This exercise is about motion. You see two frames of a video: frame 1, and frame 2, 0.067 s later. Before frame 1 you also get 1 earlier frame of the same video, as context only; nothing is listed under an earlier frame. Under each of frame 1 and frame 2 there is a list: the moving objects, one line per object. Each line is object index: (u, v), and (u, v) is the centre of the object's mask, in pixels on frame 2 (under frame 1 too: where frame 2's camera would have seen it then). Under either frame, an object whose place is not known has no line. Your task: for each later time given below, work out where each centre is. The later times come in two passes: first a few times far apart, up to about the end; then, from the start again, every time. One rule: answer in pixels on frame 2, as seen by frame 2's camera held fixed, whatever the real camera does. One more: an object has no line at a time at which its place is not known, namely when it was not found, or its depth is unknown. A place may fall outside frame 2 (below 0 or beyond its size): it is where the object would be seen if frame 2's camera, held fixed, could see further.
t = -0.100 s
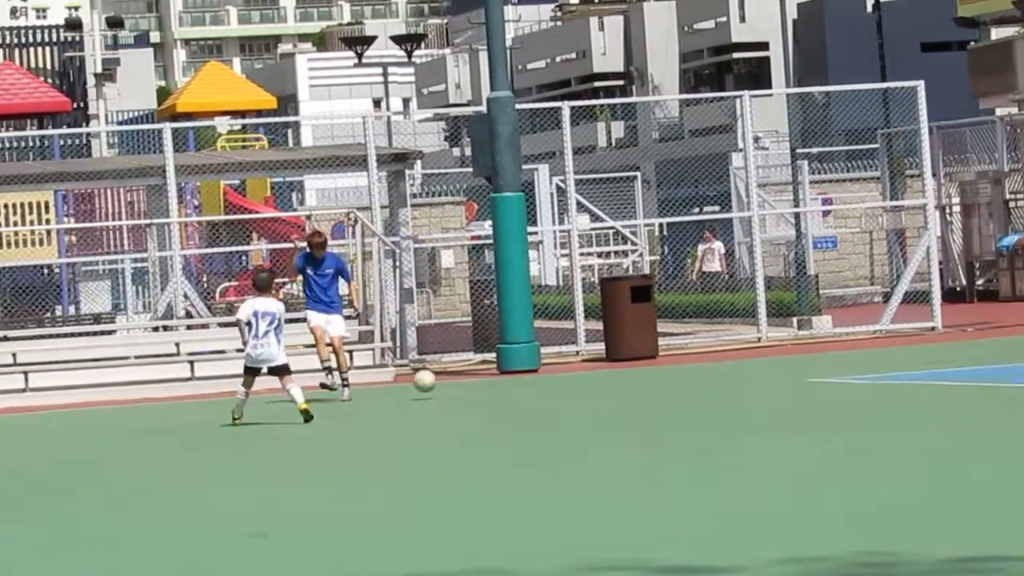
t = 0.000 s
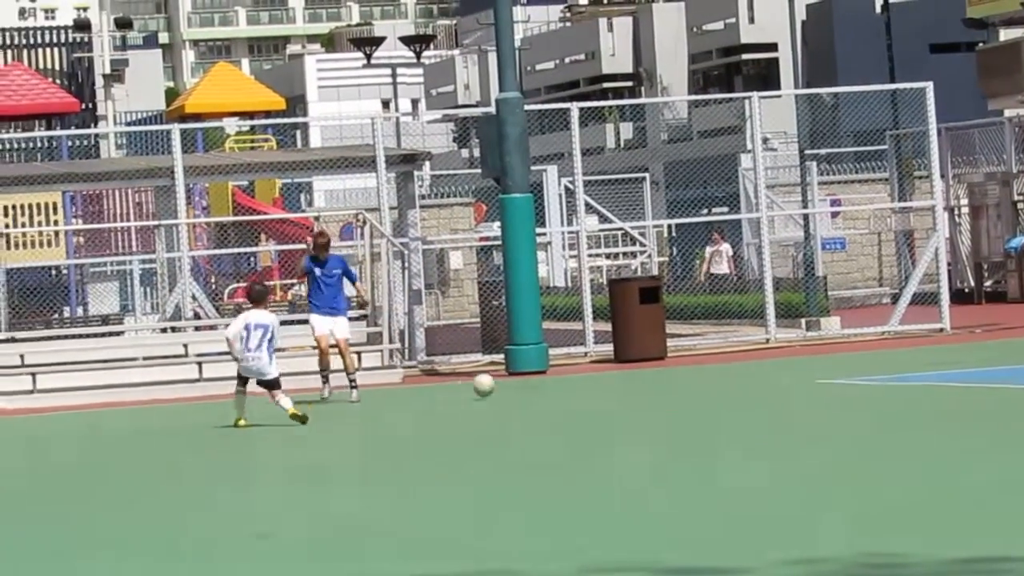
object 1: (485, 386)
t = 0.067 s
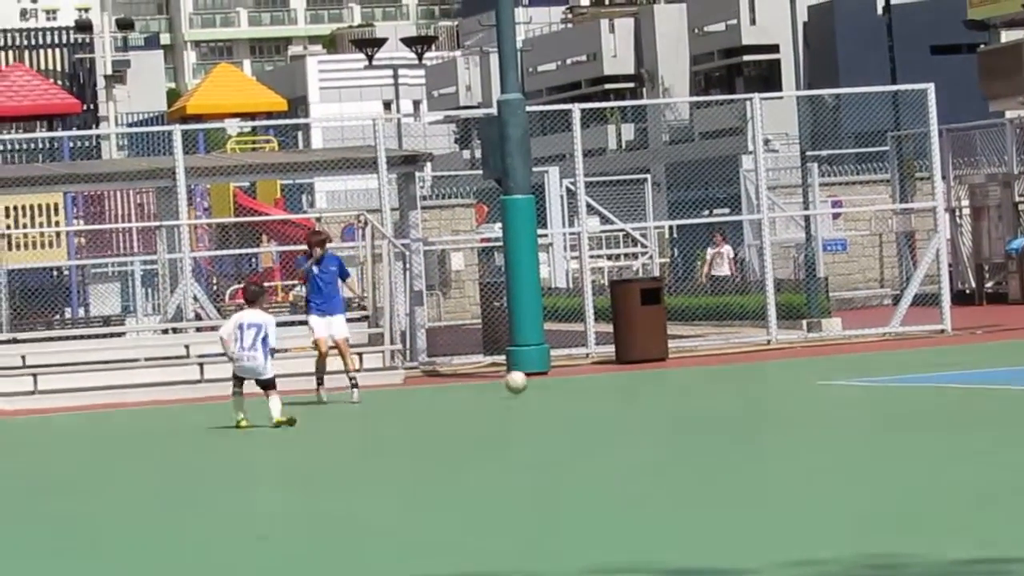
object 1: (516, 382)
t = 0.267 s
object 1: (610, 378)
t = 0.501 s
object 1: (721, 375)
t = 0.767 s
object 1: (854, 371)
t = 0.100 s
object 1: (531, 382)
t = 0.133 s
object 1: (547, 383)
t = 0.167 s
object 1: (564, 385)
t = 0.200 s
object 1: (580, 381)
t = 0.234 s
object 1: (594, 379)
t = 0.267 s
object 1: (610, 378)
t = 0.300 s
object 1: (626, 378)
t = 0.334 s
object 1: (641, 380)
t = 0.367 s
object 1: (658, 380)
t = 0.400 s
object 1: (673, 376)
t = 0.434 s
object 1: (689, 374)
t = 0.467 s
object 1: (705, 374)
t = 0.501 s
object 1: (721, 375)
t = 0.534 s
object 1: (737, 377)
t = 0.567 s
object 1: (754, 375)
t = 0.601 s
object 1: (770, 374)
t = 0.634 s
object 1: (786, 373)
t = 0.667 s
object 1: (804, 374)
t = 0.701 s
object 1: (820, 375)
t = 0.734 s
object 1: (837, 373)
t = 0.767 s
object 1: (854, 371)
